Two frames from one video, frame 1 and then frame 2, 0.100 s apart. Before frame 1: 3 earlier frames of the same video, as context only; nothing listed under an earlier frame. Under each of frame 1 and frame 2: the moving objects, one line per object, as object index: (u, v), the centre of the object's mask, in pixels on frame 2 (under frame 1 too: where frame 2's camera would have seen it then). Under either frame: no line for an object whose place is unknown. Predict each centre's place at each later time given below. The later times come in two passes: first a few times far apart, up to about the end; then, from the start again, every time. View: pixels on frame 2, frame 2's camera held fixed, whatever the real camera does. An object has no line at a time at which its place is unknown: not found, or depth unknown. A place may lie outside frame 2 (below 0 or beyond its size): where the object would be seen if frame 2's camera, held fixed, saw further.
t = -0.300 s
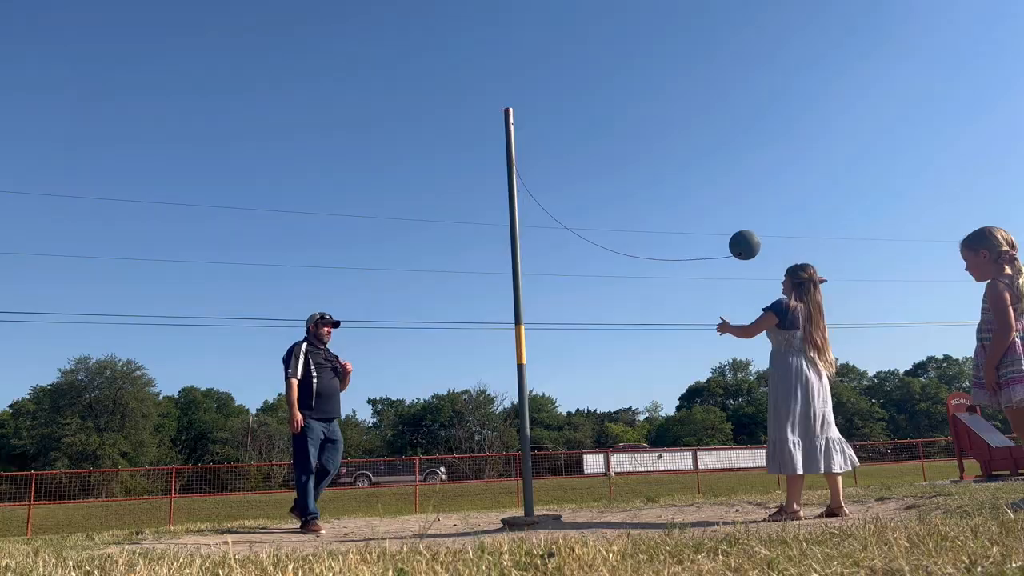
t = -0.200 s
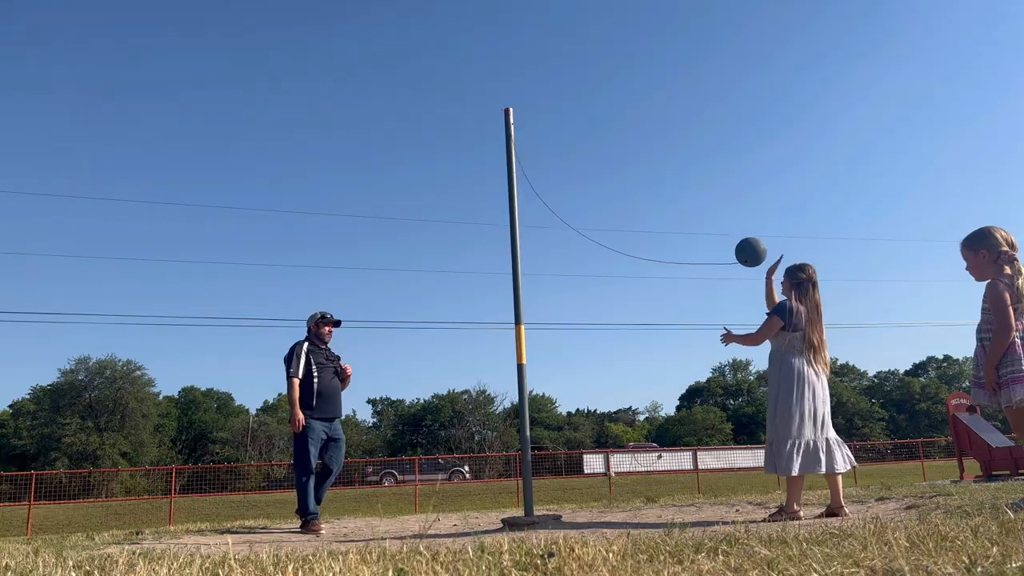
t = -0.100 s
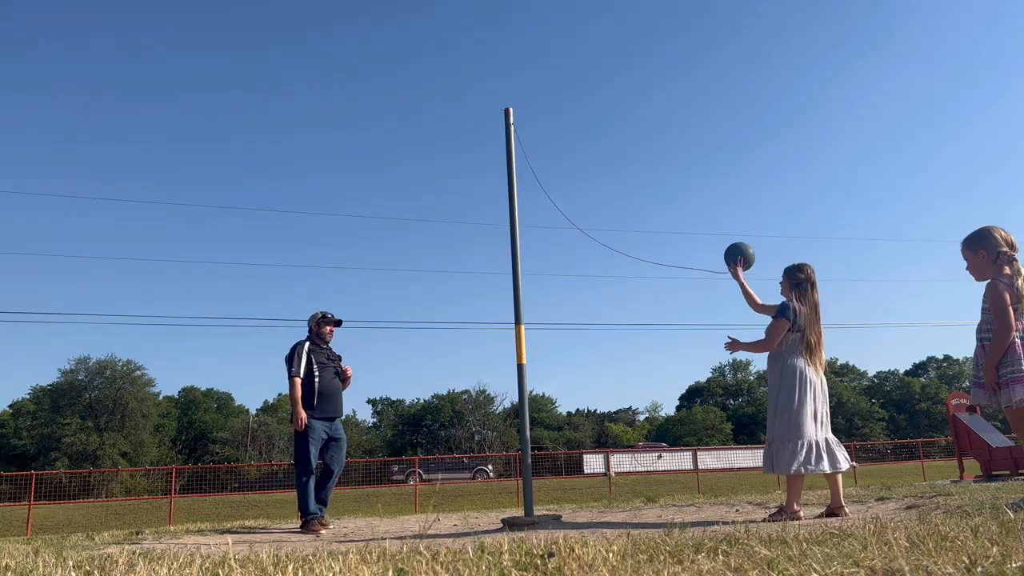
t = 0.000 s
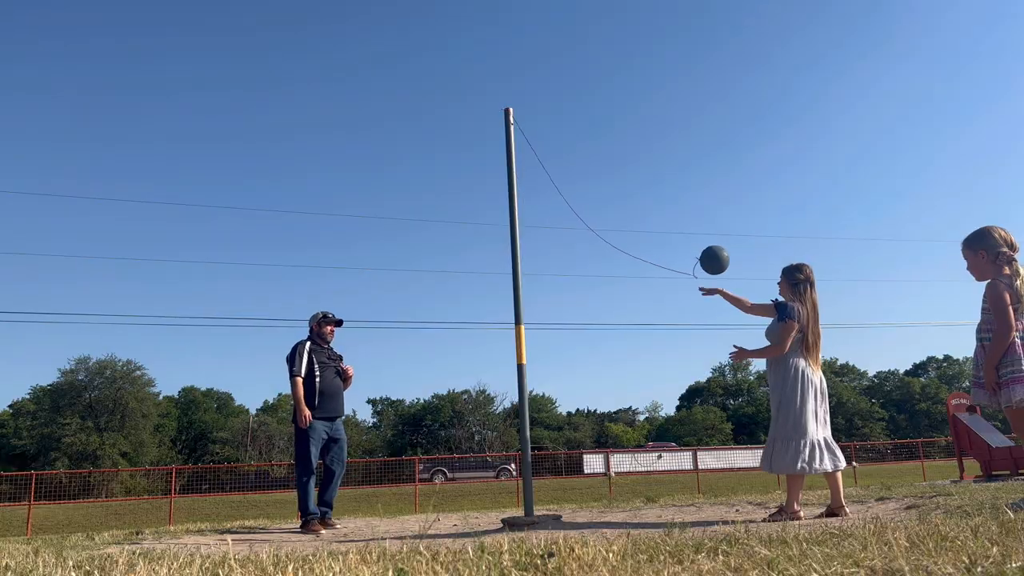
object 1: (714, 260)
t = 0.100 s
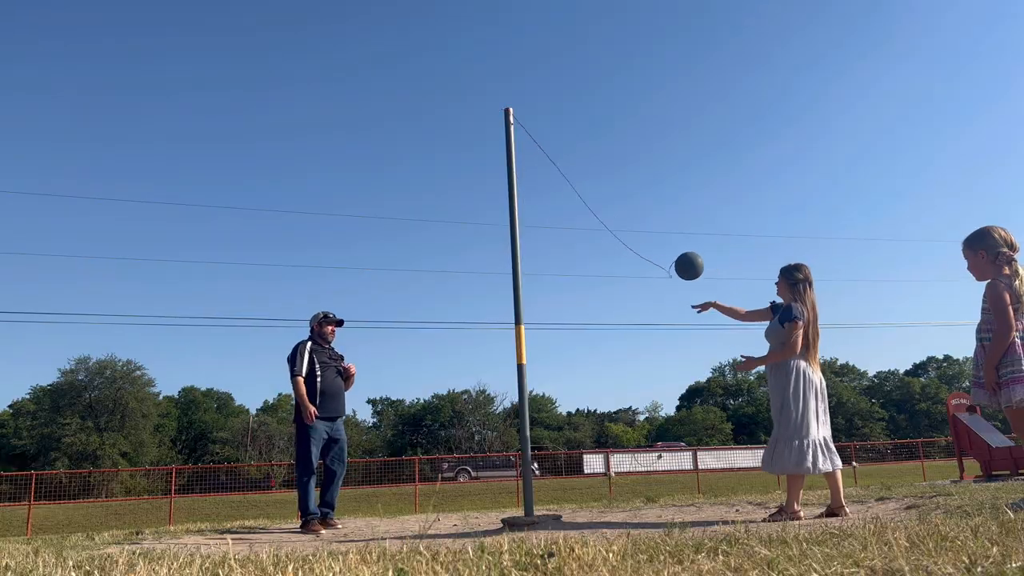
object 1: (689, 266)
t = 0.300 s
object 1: (642, 284)
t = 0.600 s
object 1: (588, 330)
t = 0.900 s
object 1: (536, 388)
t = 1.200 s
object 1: (478, 368)
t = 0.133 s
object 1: (681, 268)
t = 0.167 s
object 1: (673, 271)
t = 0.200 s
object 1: (665, 274)
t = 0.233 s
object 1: (657, 277)
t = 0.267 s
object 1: (650, 280)
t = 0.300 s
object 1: (642, 284)
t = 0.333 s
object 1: (636, 288)
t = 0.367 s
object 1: (629, 292)
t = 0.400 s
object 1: (623, 296)
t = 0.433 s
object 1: (617, 301)
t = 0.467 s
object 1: (612, 306)
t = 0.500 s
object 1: (606, 312)
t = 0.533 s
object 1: (600, 317)
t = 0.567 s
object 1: (594, 323)
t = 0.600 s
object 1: (588, 330)
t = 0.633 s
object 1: (583, 337)
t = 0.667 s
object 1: (577, 344)
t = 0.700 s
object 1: (571, 351)
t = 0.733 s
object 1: (565, 358)
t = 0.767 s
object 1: (559, 366)
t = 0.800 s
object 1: (553, 374)
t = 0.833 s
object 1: (547, 381)
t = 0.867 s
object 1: (541, 386)
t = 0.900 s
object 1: (536, 388)
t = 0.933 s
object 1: (534, 389)
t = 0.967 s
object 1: (531, 389)
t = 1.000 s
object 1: (512, 388)
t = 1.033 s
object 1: (509, 384)
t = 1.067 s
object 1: (505, 380)
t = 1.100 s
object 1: (499, 377)
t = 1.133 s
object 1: (492, 374)
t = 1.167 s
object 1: (486, 370)
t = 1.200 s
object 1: (478, 368)
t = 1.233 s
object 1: (471, 366)
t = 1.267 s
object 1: (464, 364)
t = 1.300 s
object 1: (457, 362)
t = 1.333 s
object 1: (450, 360)
